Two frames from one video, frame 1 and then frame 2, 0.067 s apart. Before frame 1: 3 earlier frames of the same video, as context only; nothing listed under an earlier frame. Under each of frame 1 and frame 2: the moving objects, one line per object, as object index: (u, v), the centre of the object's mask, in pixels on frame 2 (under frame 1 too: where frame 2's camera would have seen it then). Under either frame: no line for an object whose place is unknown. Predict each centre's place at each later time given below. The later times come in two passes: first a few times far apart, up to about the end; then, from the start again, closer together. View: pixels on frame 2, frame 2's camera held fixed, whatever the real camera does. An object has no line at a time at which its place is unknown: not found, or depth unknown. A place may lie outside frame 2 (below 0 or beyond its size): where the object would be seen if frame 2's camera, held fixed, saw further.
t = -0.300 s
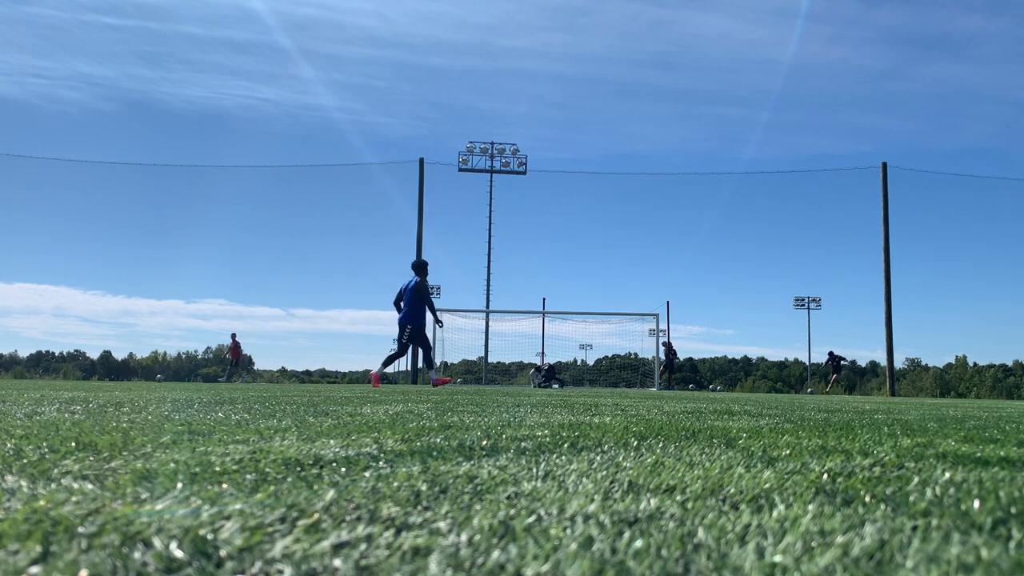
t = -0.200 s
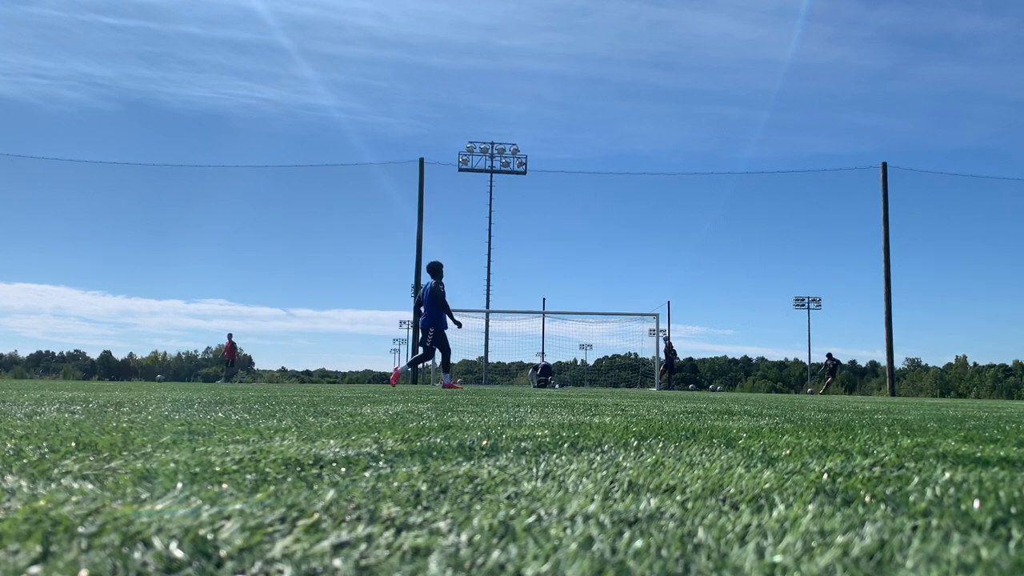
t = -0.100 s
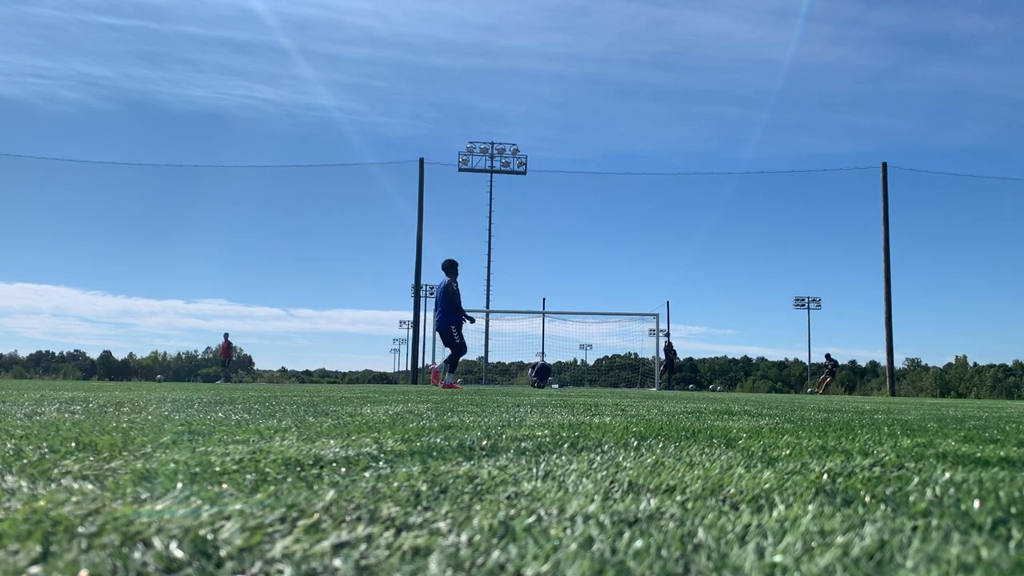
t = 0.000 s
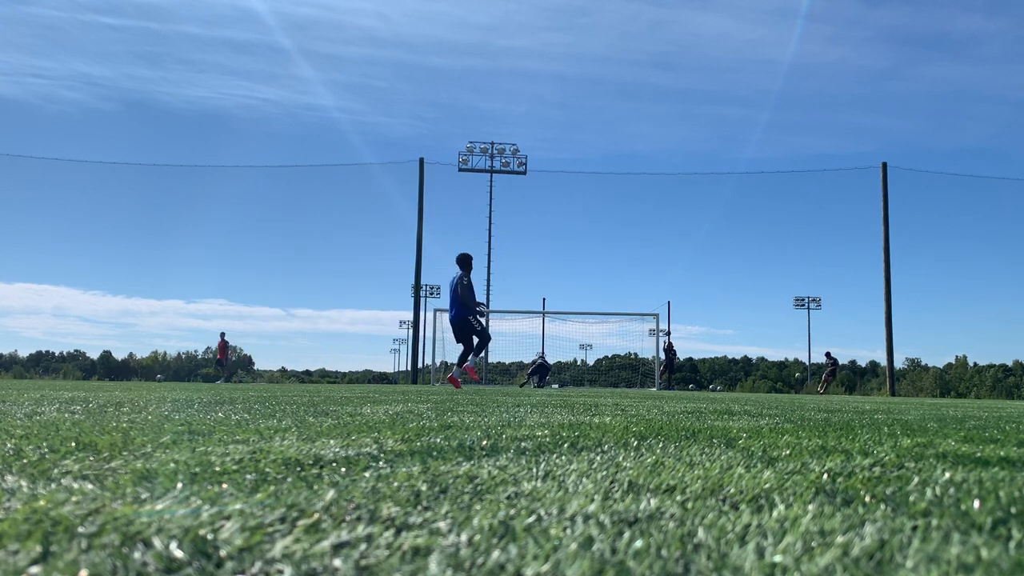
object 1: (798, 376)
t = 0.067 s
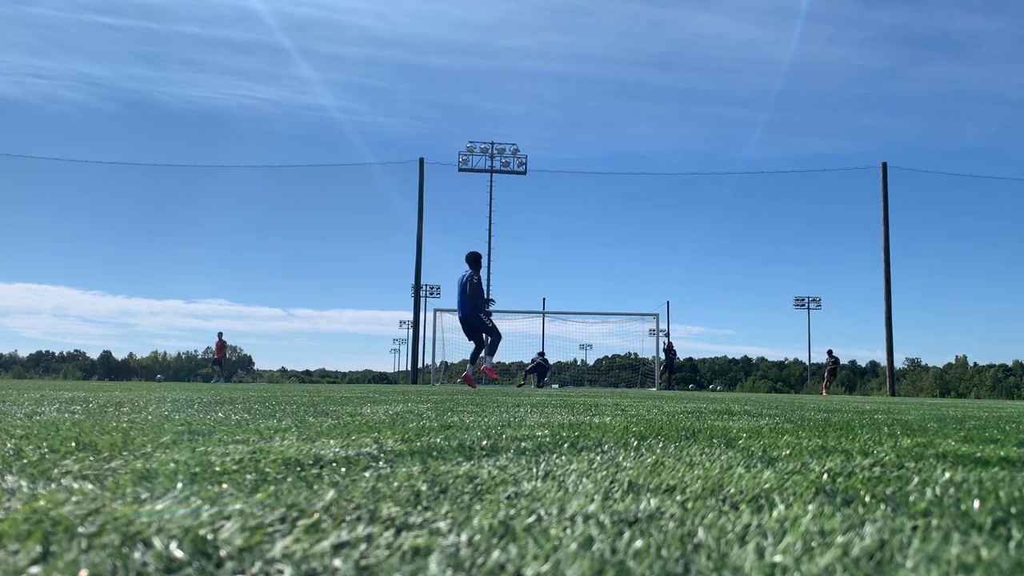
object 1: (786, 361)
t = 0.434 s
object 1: (723, 300)
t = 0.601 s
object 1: (689, 275)
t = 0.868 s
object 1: (624, 245)
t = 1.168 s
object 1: (531, 233)
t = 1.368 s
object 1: (451, 243)
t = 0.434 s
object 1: (723, 300)
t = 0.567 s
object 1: (696, 280)
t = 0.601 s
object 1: (689, 275)
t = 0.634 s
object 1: (682, 270)
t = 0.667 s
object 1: (674, 266)
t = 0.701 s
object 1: (666, 262)
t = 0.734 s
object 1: (658, 258)
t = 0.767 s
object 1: (649, 254)
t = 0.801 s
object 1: (641, 251)
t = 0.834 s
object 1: (633, 248)
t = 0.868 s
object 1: (624, 245)
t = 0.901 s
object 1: (615, 242)
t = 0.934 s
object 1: (605, 240)
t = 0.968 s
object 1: (595, 238)
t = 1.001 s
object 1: (586, 237)
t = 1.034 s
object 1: (575, 235)
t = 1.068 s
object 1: (565, 234)
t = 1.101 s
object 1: (554, 233)
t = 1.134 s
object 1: (543, 233)
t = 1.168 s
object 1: (531, 233)
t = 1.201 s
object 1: (519, 234)
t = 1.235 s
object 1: (506, 235)
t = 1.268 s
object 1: (493, 236)
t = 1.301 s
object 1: (480, 238)
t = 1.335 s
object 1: (466, 240)
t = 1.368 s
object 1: (451, 243)
